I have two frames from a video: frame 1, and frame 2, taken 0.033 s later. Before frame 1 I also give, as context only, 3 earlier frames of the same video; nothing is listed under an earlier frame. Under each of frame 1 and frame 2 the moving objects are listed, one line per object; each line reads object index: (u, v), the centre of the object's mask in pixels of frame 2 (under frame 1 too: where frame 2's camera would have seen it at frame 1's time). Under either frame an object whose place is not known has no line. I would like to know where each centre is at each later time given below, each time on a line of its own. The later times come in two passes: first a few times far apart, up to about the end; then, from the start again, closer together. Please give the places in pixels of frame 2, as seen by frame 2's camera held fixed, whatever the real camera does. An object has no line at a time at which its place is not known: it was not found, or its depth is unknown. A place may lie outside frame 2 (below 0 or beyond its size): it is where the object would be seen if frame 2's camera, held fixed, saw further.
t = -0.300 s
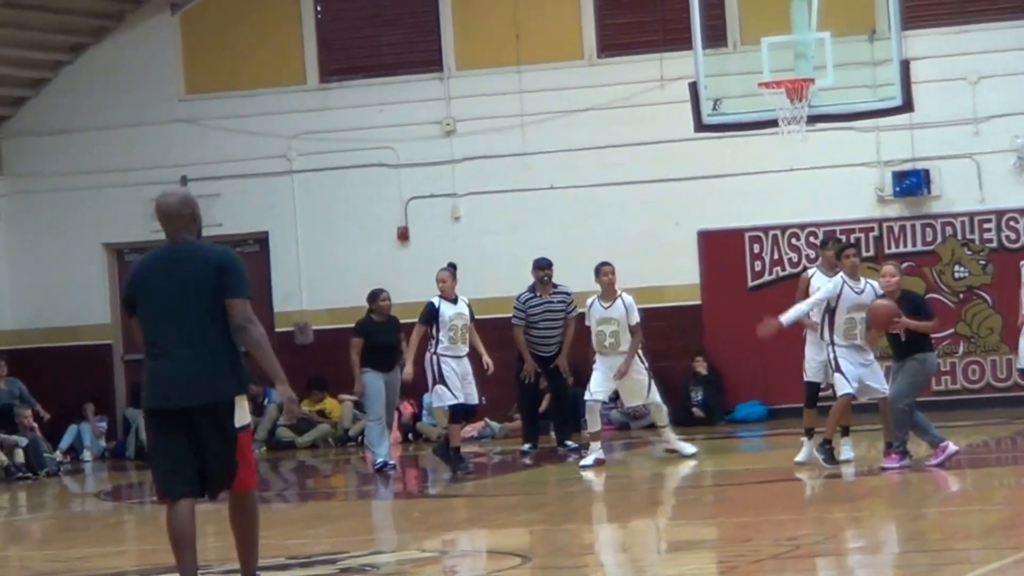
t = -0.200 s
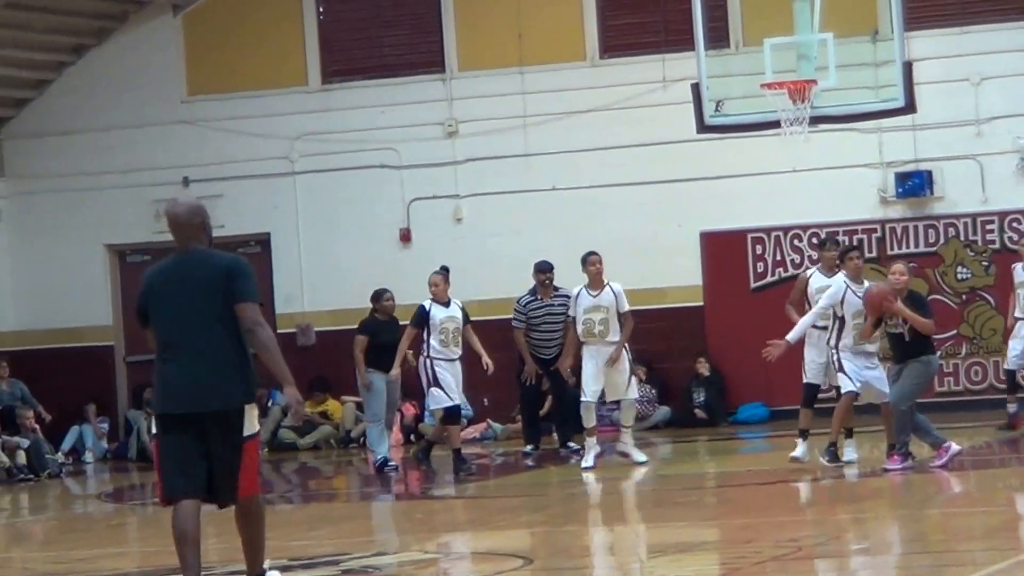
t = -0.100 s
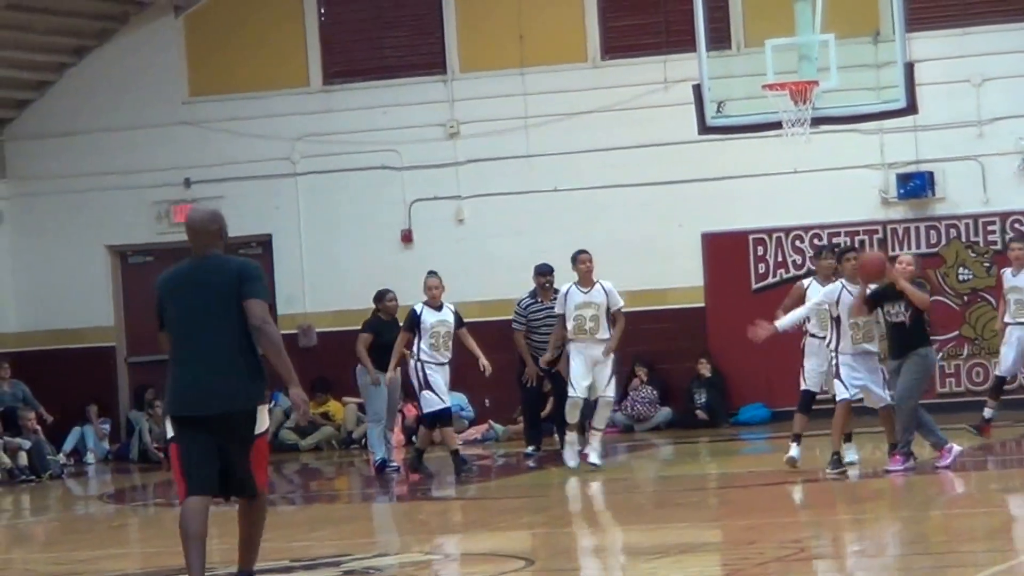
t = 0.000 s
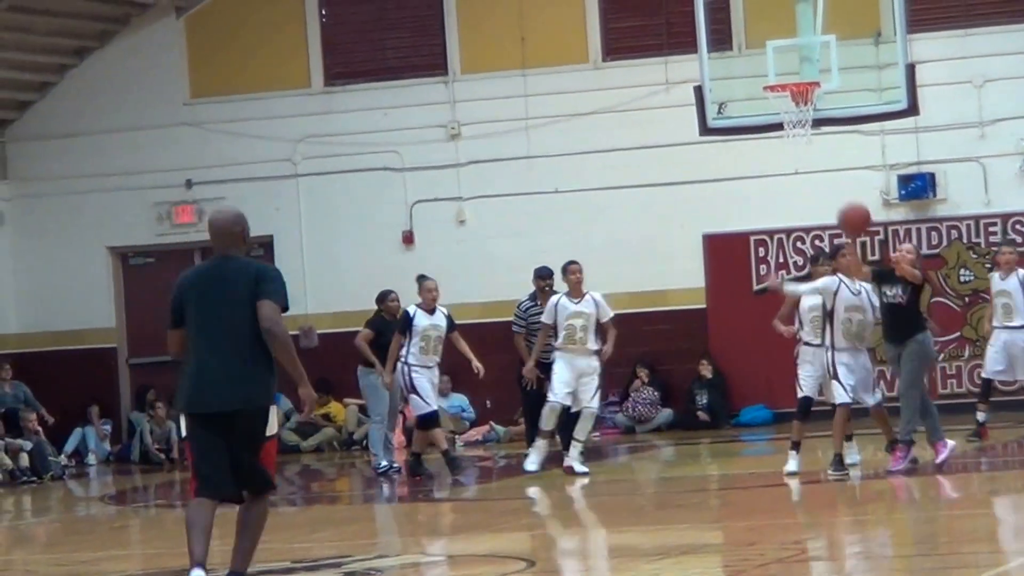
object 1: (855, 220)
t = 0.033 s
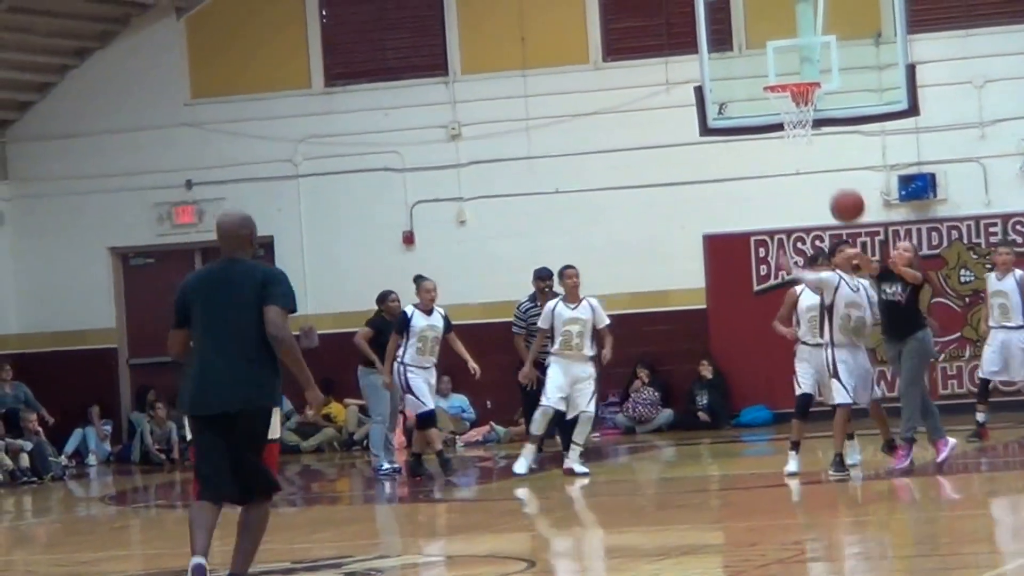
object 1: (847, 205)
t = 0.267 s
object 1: (793, 149)
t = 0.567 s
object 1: (724, 192)
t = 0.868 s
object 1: (662, 390)
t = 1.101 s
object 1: (611, 427)
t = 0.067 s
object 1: (839, 193)
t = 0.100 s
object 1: (831, 182)
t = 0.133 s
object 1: (824, 173)
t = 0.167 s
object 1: (816, 165)
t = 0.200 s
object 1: (809, 158)
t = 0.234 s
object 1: (800, 152)
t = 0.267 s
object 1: (793, 149)
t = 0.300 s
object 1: (786, 148)
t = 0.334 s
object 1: (778, 147)
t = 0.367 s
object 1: (771, 148)
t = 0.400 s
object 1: (763, 151)
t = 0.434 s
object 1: (755, 156)
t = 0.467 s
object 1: (748, 162)
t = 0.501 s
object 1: (740, 170)
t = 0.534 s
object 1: (733, 180)
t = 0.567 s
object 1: (724, 192)
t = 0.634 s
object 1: (710, 221)
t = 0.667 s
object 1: (703, 239)
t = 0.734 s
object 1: (688, 282)
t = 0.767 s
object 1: (682, 309)
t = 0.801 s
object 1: (675, 333)
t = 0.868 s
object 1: (662, 390)
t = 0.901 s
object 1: (653, 424)
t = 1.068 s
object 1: (616, 451)
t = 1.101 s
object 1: (611, 427)
